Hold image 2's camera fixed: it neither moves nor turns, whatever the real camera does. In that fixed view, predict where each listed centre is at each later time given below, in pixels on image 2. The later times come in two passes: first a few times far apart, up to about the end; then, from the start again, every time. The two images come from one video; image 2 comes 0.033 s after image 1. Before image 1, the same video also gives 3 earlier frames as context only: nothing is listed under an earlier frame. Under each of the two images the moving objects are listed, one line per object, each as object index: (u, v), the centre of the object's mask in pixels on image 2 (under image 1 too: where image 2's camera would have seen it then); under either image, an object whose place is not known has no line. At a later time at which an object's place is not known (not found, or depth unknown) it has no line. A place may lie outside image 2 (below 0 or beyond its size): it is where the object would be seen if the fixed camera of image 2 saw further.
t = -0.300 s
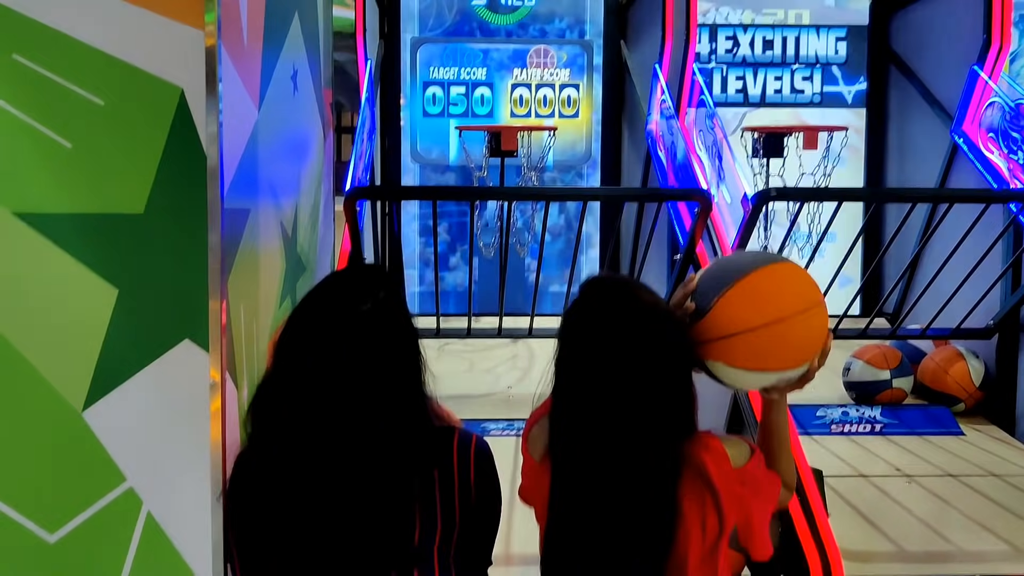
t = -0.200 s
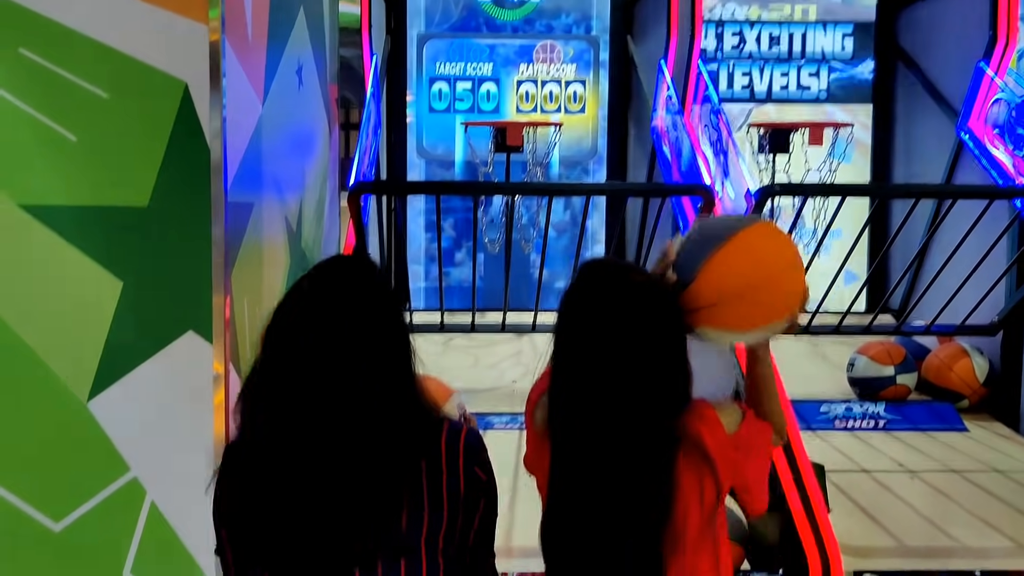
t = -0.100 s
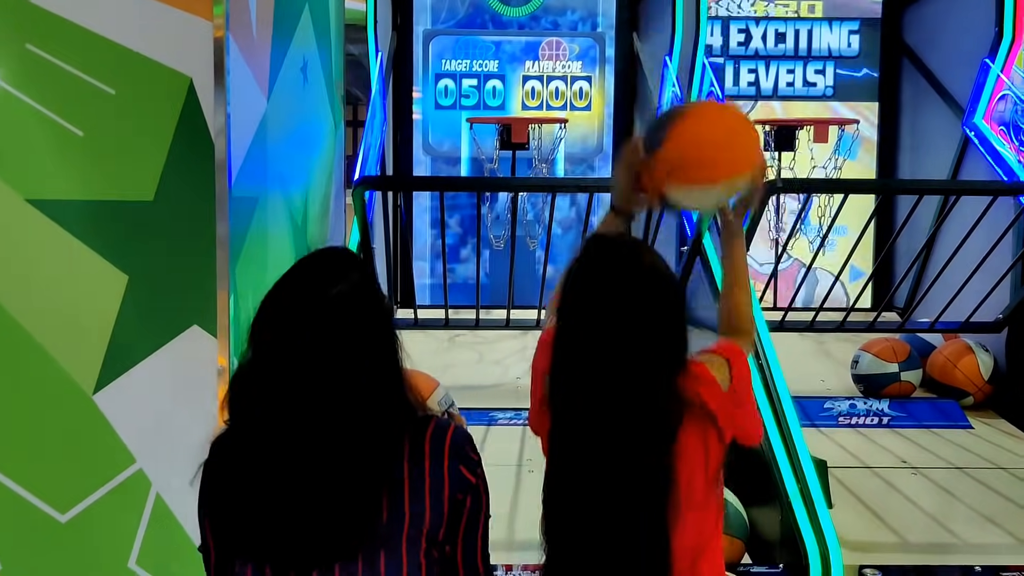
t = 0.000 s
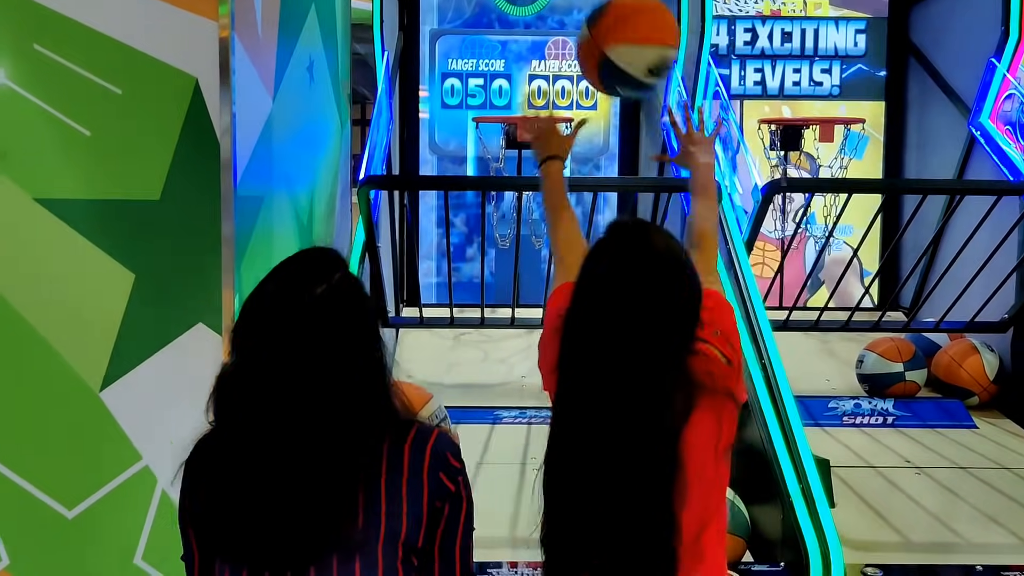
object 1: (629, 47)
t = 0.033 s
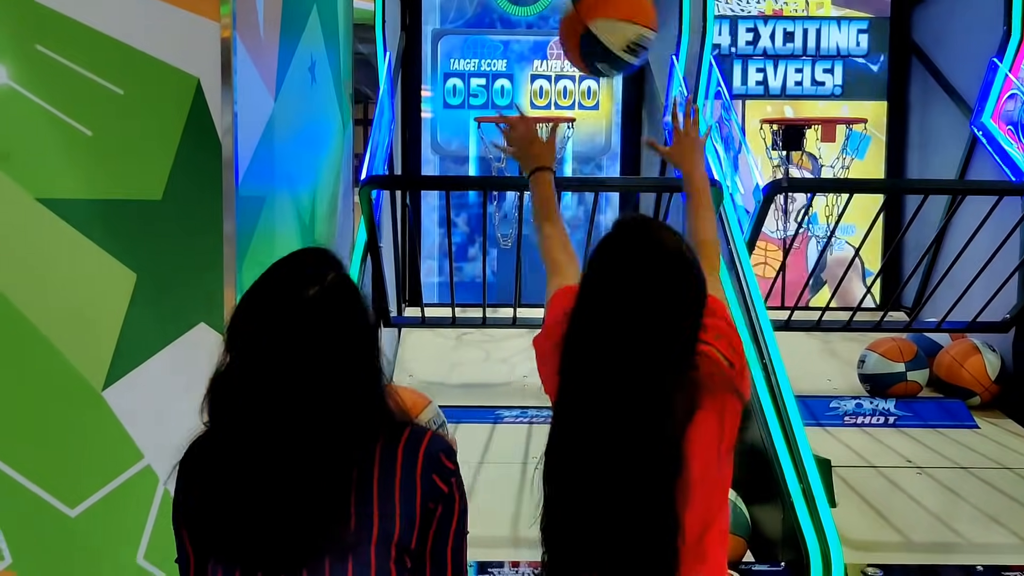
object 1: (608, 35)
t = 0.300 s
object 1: (495, 55)
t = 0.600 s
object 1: (431, 94)
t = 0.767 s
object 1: (456, 110)
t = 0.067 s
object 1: (588, 28)
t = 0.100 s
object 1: (569, 24)
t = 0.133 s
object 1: (555, 22)
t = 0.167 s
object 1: (541, 23)
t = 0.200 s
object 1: (528, 25)
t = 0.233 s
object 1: (516, 30)
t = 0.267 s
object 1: (505, 40)
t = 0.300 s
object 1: (495, 55)
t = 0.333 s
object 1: (485, 72)
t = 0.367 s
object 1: (478, 90)
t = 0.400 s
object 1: (467, 86)
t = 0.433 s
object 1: (458, 82)
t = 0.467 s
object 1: (449, 80)
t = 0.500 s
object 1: (442, 82)
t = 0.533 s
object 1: (434, 86)
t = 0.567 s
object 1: (427, 93)
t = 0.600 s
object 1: (431, 94)
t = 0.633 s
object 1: (437, 92)
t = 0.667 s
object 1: (443, 93)
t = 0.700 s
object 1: (449, 97)
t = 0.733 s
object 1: (455, 104)
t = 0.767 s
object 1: (456, 110)
